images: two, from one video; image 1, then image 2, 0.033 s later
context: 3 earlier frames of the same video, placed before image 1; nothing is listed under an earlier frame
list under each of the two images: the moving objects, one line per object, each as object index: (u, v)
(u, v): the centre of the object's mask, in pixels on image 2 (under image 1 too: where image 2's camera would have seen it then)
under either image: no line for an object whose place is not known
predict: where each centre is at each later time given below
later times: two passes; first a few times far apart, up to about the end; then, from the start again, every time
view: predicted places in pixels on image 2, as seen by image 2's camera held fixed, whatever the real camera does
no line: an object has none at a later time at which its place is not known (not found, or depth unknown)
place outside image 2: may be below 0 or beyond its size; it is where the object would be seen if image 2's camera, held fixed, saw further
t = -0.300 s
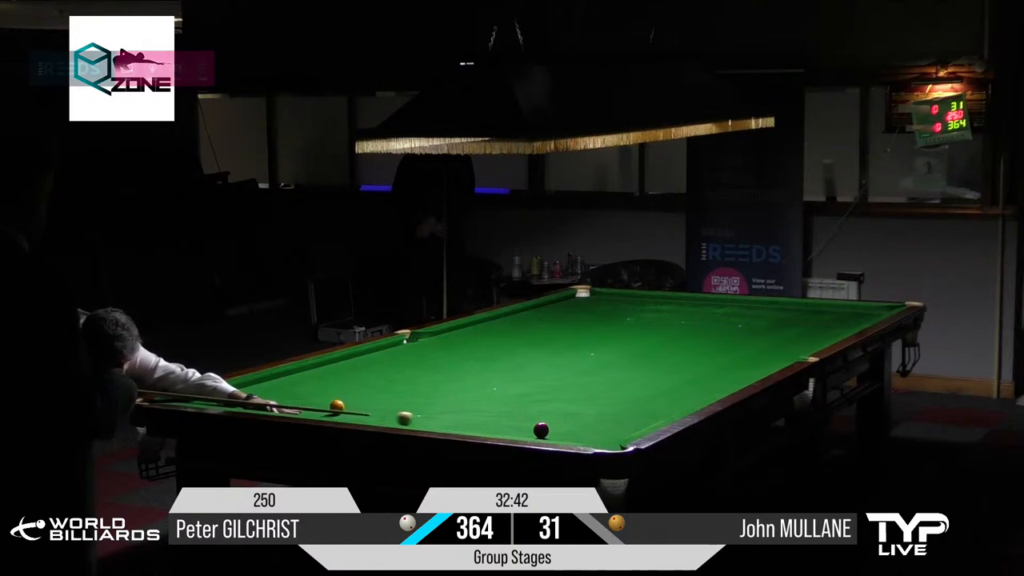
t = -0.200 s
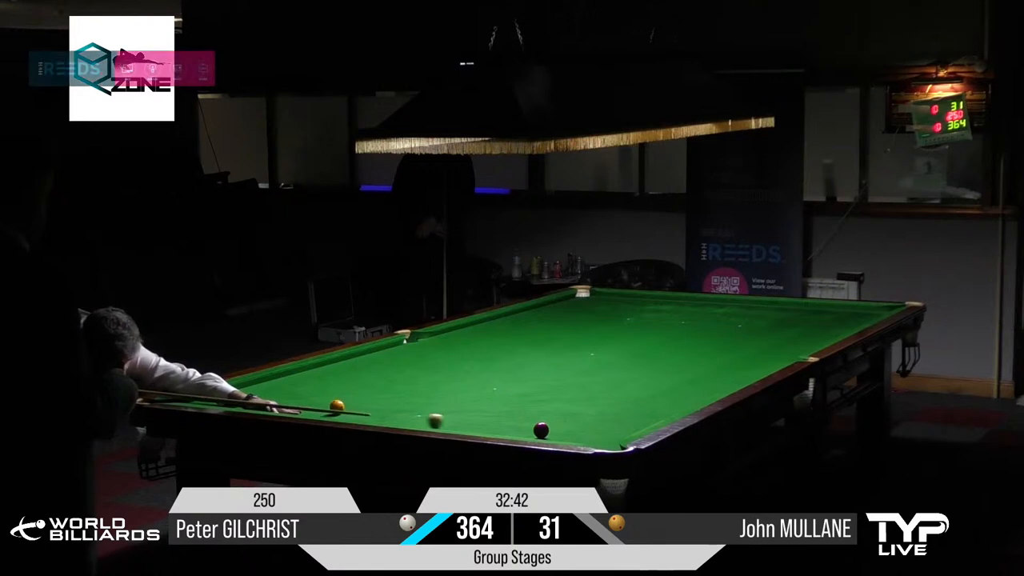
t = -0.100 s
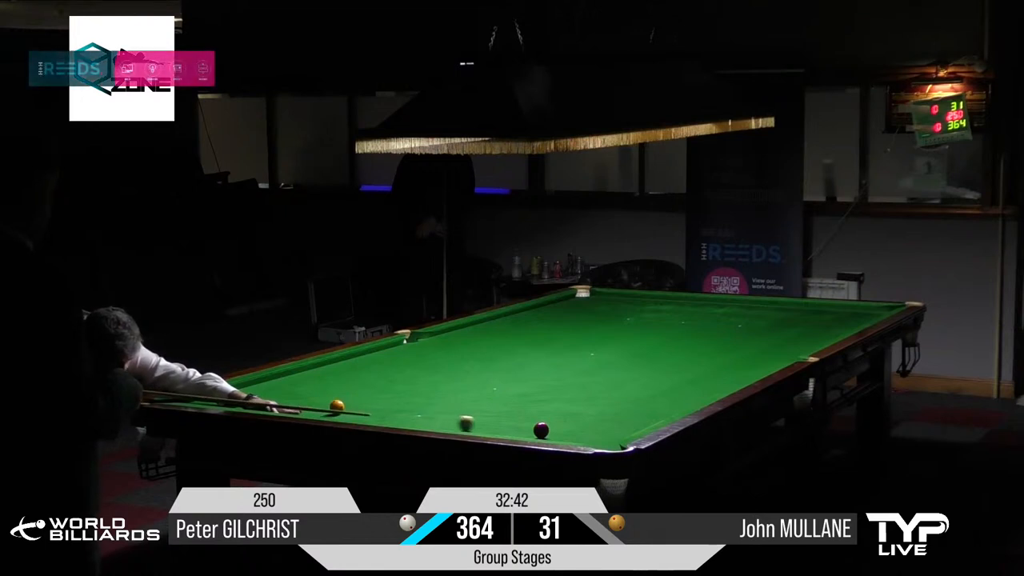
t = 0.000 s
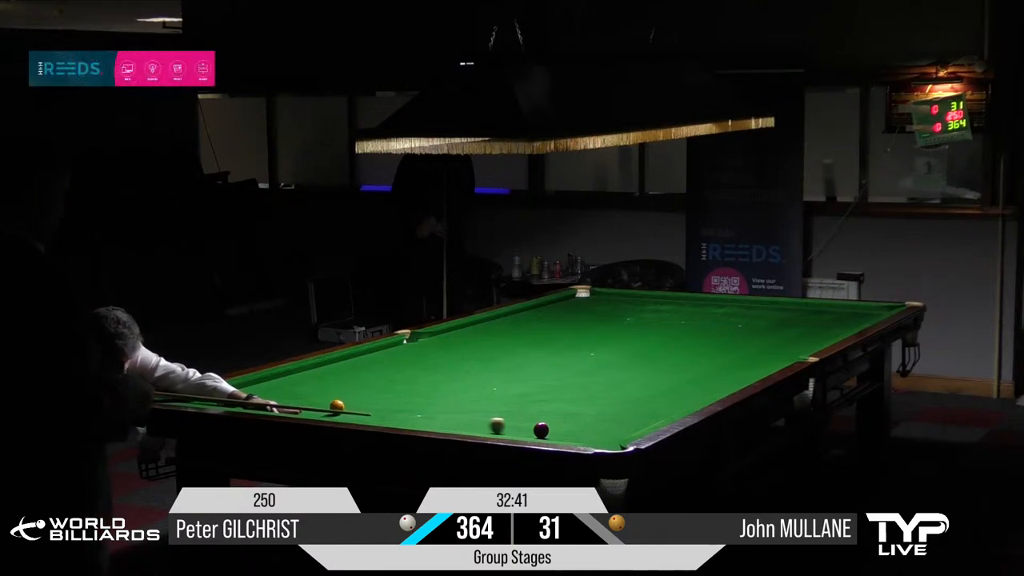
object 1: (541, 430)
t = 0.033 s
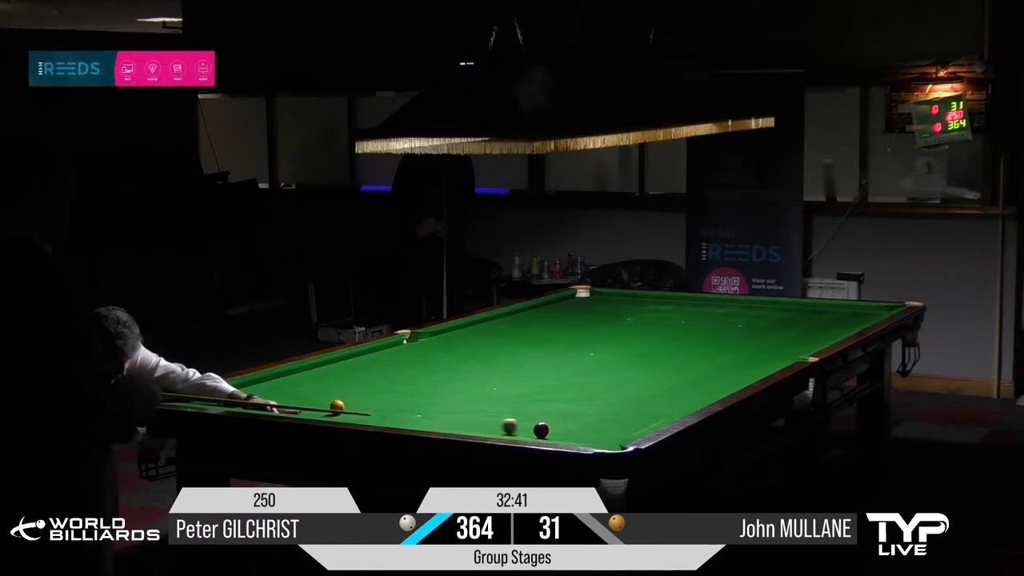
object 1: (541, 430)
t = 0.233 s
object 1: (558, 434)
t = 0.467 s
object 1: (584, 439)
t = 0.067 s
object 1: (541, 430)
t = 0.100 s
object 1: (541, 430)
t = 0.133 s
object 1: (545, 431)
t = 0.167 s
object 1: (551, 432)
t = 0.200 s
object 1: (554, 433)
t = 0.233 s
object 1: (558, 434)
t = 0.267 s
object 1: (562, 434)
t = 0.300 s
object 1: (564, 435)
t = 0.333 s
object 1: (569, 436)
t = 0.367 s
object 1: (574, 436)
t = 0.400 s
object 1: (576, 437)
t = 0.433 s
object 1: (580, 438)
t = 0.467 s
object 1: (584, 439)
